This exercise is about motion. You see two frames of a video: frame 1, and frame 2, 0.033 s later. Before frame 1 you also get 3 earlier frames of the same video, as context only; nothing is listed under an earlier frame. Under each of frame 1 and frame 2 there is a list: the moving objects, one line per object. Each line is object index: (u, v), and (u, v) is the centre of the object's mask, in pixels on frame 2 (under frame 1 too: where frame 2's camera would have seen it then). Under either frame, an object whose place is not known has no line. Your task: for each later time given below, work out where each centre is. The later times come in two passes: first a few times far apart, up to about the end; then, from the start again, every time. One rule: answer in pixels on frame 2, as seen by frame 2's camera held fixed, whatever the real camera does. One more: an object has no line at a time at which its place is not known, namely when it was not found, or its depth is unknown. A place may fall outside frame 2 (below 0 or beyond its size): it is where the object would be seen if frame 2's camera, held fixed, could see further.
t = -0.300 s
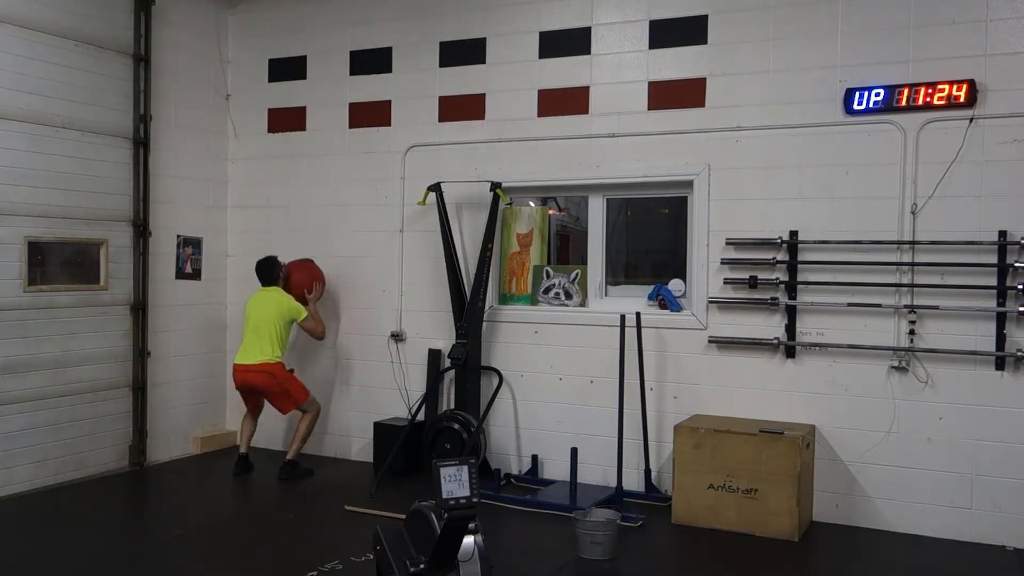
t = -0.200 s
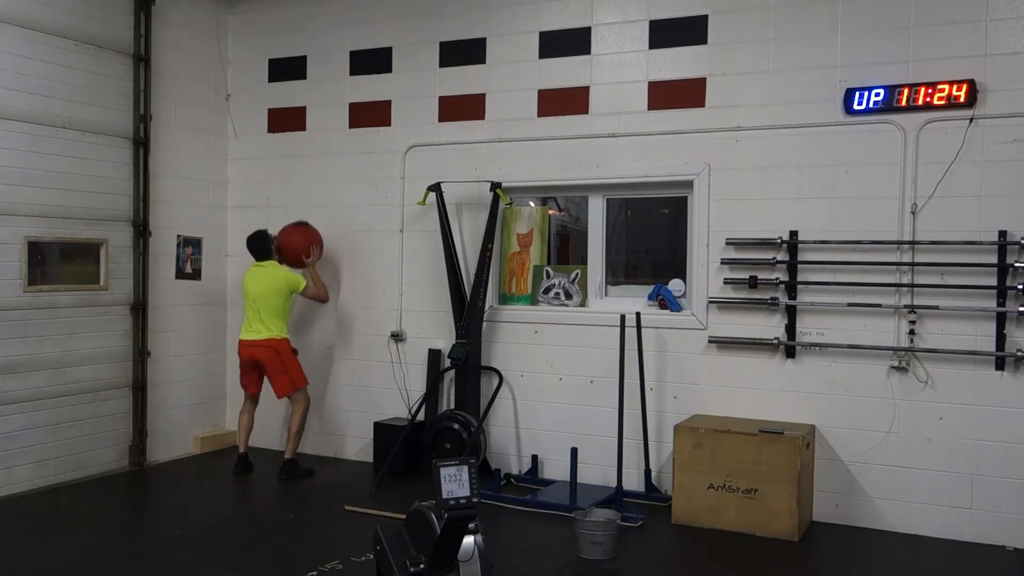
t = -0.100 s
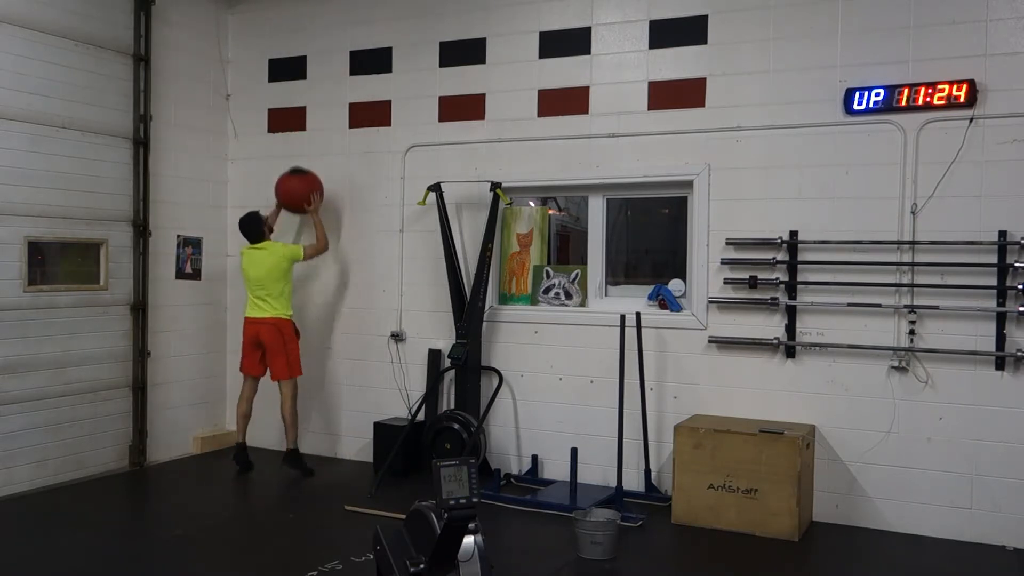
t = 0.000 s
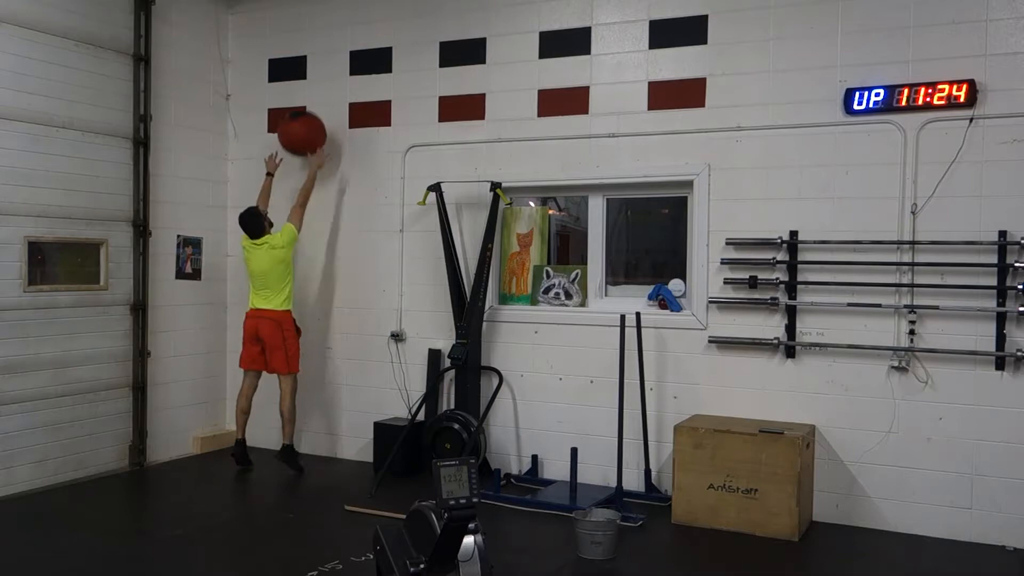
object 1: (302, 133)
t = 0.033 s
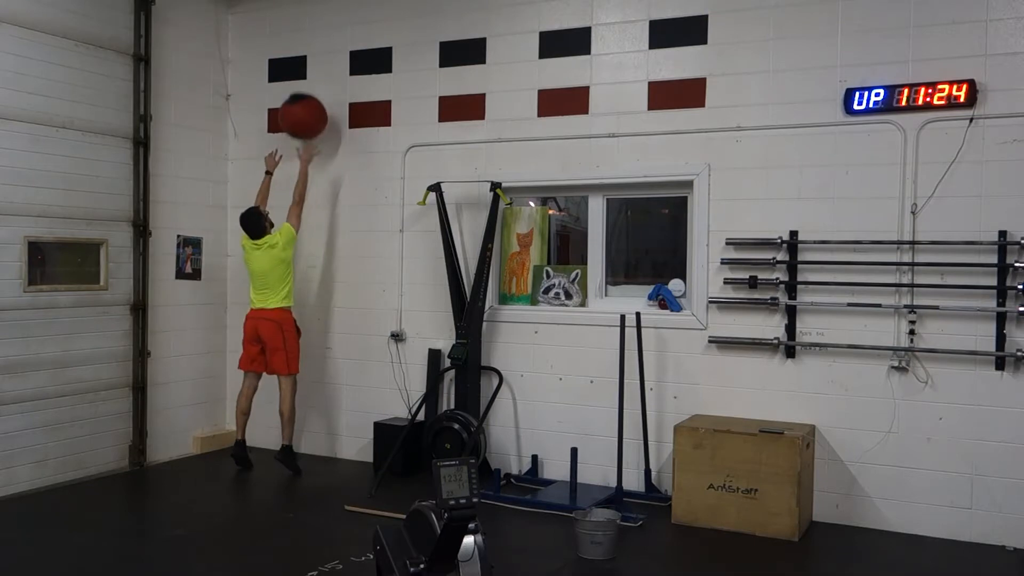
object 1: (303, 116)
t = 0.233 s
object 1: (309, 45)
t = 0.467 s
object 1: (310, 27)
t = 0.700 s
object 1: (304, 77)
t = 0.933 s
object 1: (297, 200)
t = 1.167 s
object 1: (297, 392)
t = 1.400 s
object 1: (293, 420)
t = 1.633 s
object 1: (299, 433)
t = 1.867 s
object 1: (303, 449)
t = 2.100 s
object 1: (305, 450)
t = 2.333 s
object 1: (305, 449)
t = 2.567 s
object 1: (304, 449)
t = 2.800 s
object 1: (304, 449)
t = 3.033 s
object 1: (304, 449)
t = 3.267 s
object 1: (304, 449)
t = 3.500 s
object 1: (306, 449)
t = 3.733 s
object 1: (307, 449)
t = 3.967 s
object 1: (308, 449)
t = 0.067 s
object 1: (304, 101)
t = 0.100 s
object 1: (305, 87)
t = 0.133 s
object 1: (306, 75)
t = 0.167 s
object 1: (307, 63)
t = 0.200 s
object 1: (308, 54)
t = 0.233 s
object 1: (309, 45)
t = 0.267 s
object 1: (310, 39)
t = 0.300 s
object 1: (311, 33)
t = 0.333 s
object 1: (312, 29)
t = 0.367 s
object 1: (312, 27)
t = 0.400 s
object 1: (312, 26)
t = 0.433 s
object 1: (311, 25)
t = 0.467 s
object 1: (310, 27)
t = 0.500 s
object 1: (309, 30)
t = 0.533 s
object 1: (308, 34)
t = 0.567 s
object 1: (307, 40)
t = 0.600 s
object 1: (306, 47)
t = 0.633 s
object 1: (305, 55)
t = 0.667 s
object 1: (305, 65)
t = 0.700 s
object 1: (304, 77)
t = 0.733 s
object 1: (303, 90)
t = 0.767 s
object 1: (301, 106)
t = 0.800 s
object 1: (301, 121)
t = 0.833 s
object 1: (300, 138)
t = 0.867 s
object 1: (299, 157)
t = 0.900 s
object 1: (298, 178)
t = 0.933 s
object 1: (297, 200)
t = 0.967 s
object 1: (296, 223)
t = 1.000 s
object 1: (297, 246)
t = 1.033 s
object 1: (301, 272)
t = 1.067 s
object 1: (300, 301)
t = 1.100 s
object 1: (297, 330)
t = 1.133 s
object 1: (297, 359)
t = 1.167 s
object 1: (297, 392)
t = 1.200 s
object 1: (296, 426)
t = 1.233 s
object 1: (297, 450)
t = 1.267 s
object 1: (296, 440)
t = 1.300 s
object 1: (294, 434)
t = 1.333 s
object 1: (293, 428)
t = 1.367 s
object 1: (293, 423)
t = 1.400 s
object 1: (293, 420)
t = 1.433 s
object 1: (294, 417)
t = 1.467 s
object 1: (295, 416)
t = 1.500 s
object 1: (295, 417)
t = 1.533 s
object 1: (296, 419)
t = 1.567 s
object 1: (297, 422)
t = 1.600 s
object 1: (298, 427)
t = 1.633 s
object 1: (299, 433)
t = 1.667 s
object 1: (299, 441)
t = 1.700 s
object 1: (300, 449)
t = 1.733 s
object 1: (301, 448)
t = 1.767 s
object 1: (301, 447)
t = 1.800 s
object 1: (302, 447)
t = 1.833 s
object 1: (303, 448)
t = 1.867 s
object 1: (303, 449)
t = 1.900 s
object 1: (304, 449)
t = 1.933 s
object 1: (304, 449)
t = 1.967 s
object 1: (305, 449)
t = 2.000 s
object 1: (305, 450)
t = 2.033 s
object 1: (305, 450)
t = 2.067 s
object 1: (305, 450)
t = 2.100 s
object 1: (305, 450)
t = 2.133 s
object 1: (305, 450)
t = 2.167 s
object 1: (305, 450)
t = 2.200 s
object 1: (305, 450)
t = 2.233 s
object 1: (305, 449)
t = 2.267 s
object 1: (305, 449)
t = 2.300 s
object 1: (305, 449)
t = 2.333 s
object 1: (305, 449)
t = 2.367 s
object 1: (305, 449)
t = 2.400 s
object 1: (305, 449)
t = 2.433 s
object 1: (304, 449)
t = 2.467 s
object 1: (304, 449)
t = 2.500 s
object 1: (304, 449)
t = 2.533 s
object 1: (304, 449)
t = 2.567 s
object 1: (304, 449)
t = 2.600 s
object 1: (304, 449)
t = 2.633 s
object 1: (304, 449)
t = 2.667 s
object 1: (304, 449)
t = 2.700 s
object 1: (304, 449)
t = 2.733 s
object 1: (304, 449)
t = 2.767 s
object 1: (304, 449)
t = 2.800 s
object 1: (304, 449)
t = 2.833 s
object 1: (304, 449)
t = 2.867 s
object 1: (304, 449)
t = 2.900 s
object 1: (304, 449)
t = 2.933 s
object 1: (304, 449)
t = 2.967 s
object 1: (304, 449)
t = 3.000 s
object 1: (304, 449)
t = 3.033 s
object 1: (304, 449)
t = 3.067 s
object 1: (304, 449)
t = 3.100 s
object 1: (304, 449)
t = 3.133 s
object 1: (304, 449)
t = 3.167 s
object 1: (304, 449)
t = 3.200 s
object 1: (304, 449)
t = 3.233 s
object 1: (304, 449)
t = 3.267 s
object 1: (304, 449)
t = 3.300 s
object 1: (304, 449)
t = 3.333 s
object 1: (304, 449)
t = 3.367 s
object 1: (304, 449)
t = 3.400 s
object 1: (304, 449)
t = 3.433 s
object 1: (304, 449)
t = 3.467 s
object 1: (305, 449)
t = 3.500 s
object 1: (306, 449)
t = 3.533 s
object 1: (306, 449)
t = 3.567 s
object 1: (306, 449)
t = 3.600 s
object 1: (307, 449)
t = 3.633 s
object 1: (307, 449)
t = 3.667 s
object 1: (307, 449)
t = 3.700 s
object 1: (307, 449)
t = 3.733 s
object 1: (307, 449)
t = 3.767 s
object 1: (308, 449)
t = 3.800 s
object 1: (307, 449)
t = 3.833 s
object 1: (308, 449)
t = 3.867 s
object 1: (308, 449)
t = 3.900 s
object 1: (308, 449)
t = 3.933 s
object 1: (308, 449)
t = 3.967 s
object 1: (308, 449)
